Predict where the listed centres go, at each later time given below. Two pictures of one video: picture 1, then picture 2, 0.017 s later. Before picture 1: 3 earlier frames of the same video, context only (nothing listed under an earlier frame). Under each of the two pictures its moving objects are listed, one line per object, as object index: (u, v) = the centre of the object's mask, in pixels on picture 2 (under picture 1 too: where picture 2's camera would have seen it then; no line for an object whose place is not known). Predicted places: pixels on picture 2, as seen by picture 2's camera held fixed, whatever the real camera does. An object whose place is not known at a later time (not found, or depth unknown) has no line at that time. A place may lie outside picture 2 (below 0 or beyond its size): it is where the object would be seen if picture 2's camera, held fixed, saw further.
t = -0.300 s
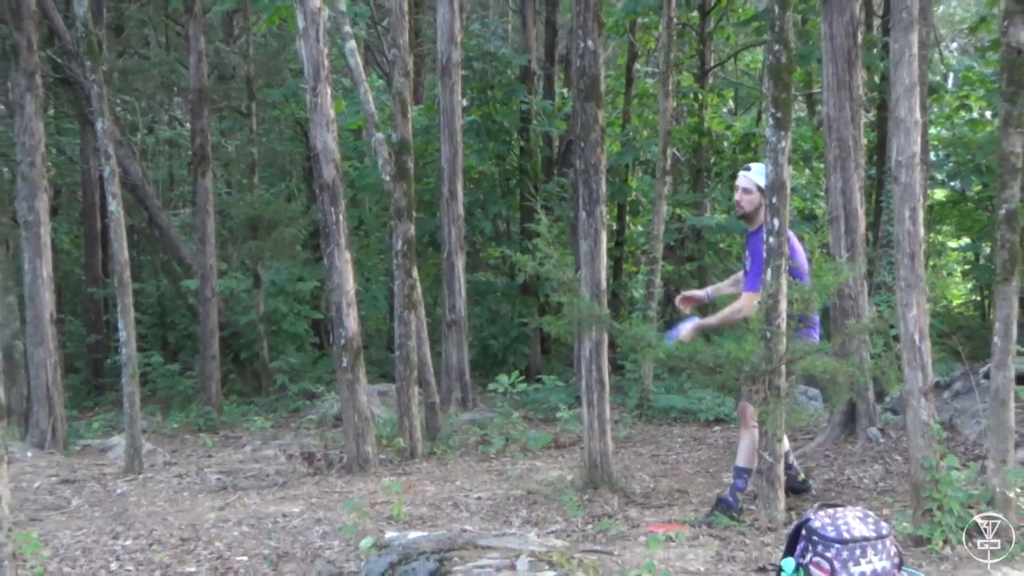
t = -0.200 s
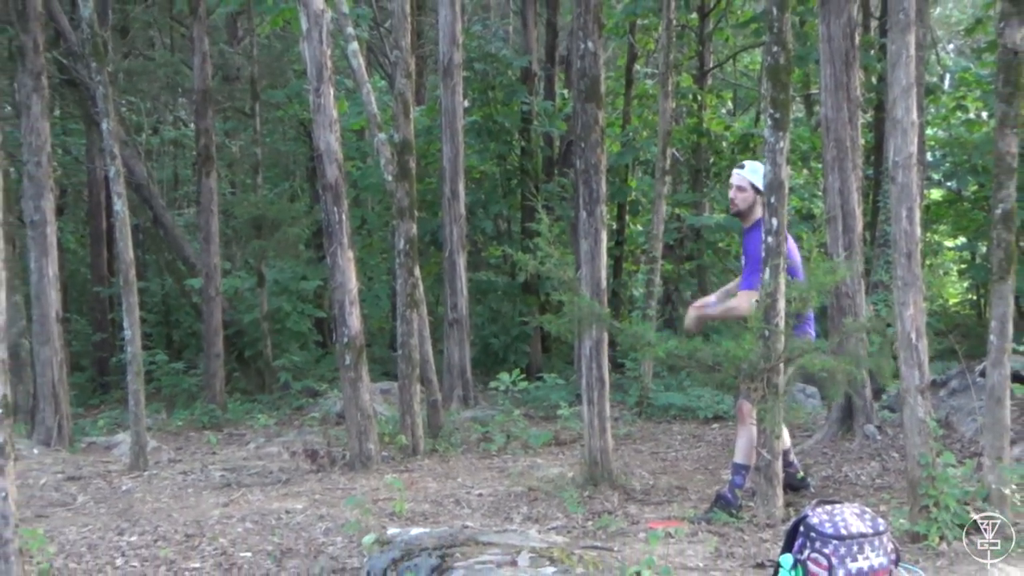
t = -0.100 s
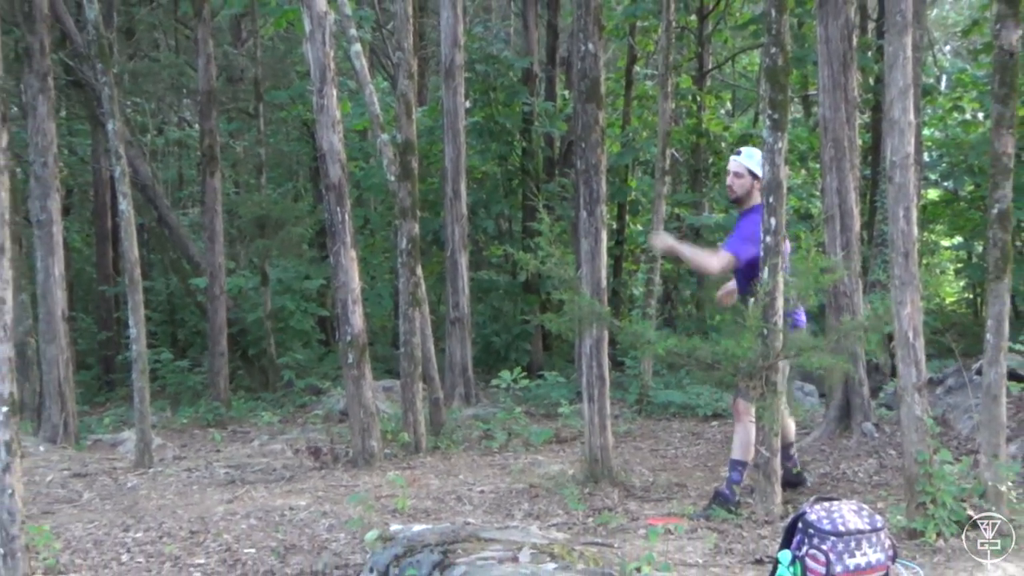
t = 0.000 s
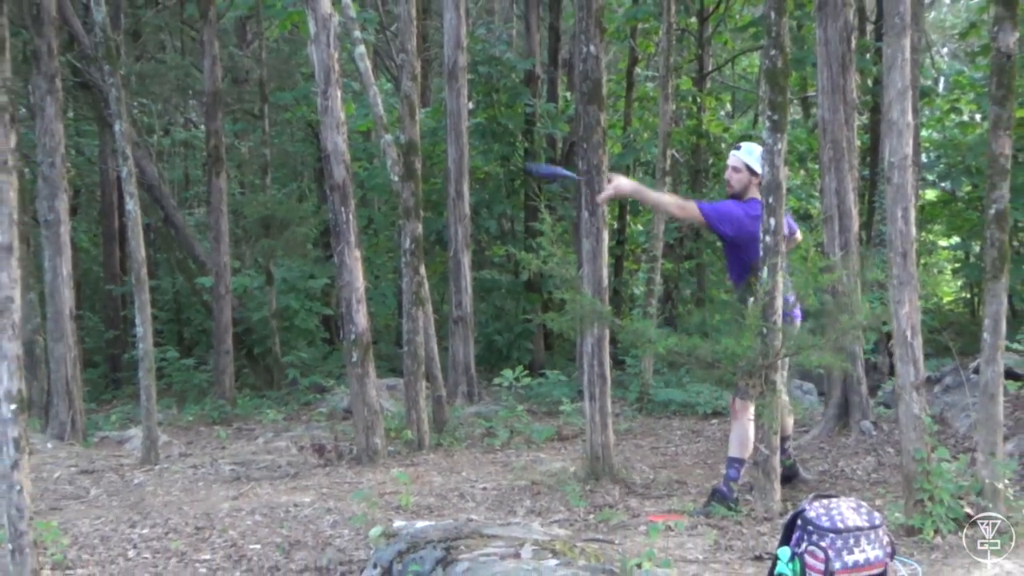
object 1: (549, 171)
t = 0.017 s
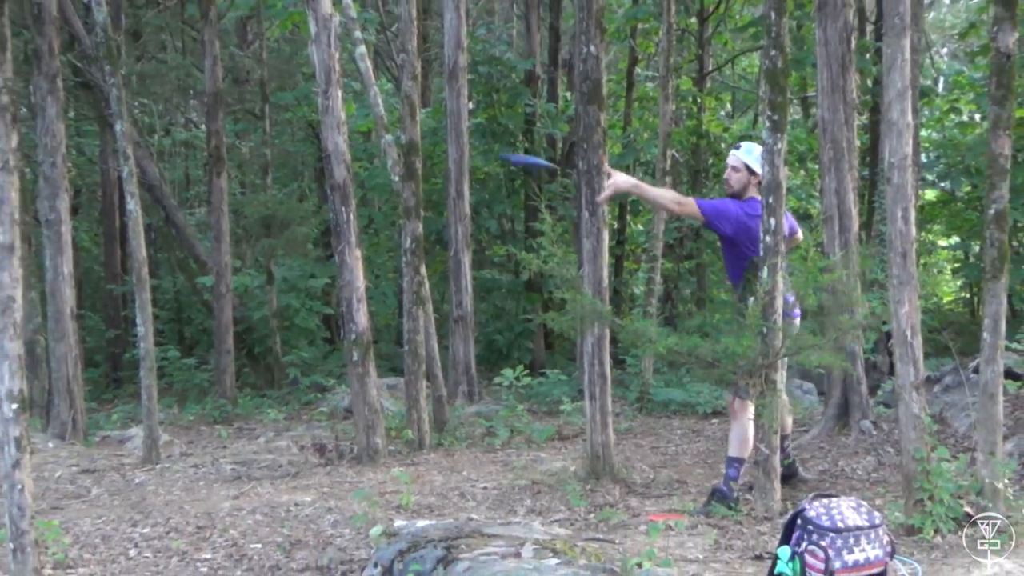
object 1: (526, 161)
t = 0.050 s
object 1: (480, 141)
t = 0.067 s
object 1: (455, 132)
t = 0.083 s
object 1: (429, 123)
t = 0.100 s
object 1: (403, 115)
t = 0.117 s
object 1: (376, 107)
